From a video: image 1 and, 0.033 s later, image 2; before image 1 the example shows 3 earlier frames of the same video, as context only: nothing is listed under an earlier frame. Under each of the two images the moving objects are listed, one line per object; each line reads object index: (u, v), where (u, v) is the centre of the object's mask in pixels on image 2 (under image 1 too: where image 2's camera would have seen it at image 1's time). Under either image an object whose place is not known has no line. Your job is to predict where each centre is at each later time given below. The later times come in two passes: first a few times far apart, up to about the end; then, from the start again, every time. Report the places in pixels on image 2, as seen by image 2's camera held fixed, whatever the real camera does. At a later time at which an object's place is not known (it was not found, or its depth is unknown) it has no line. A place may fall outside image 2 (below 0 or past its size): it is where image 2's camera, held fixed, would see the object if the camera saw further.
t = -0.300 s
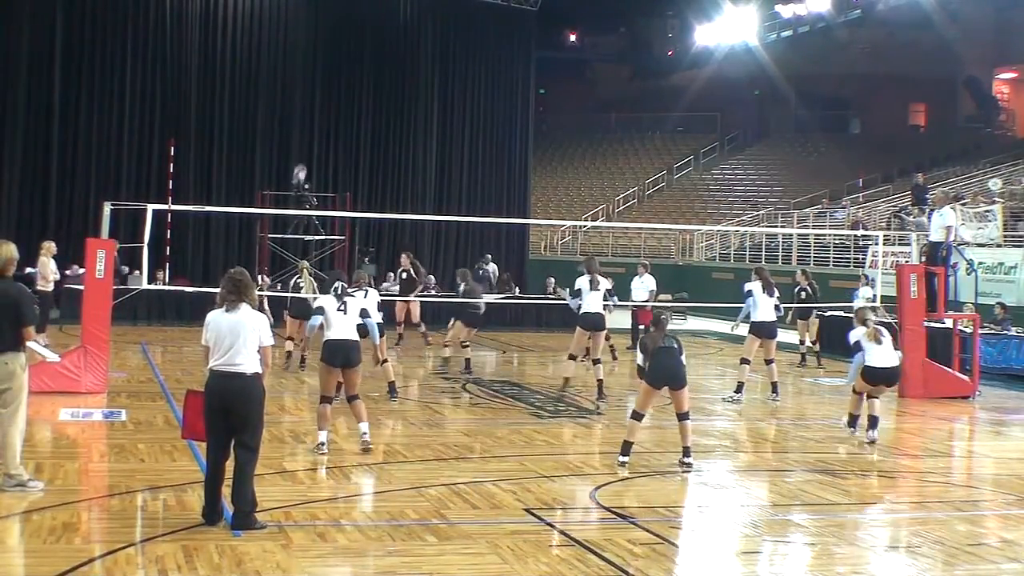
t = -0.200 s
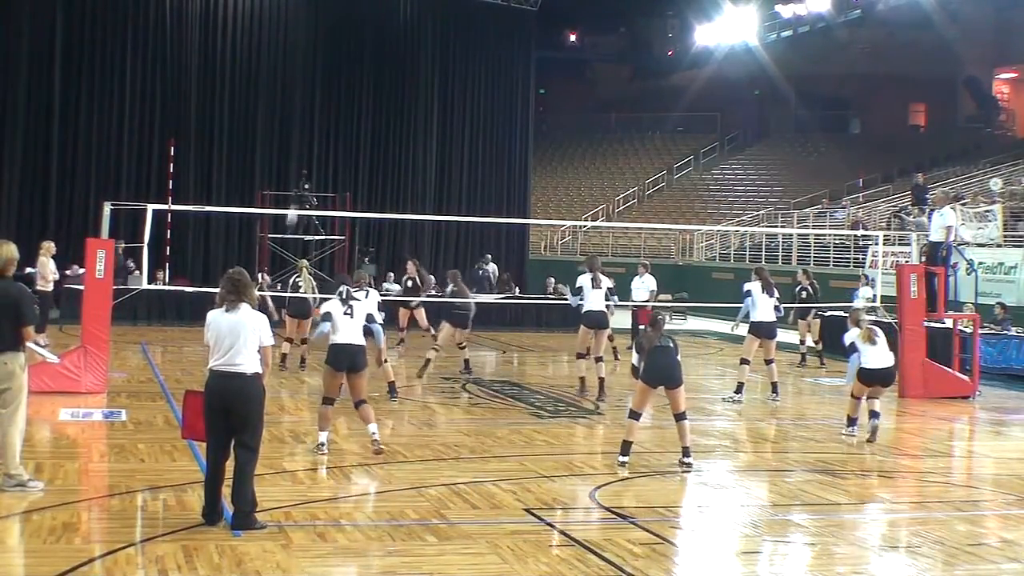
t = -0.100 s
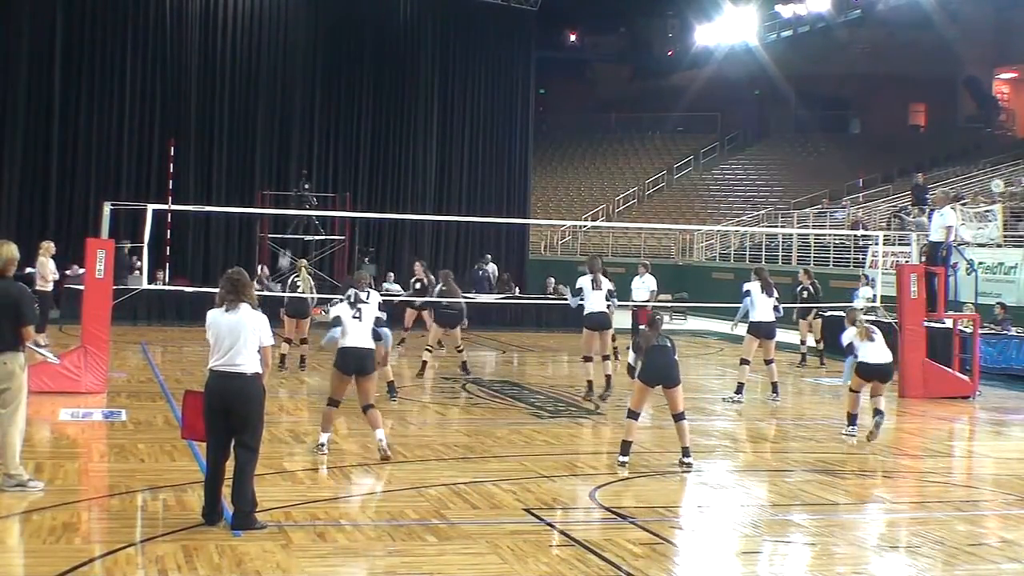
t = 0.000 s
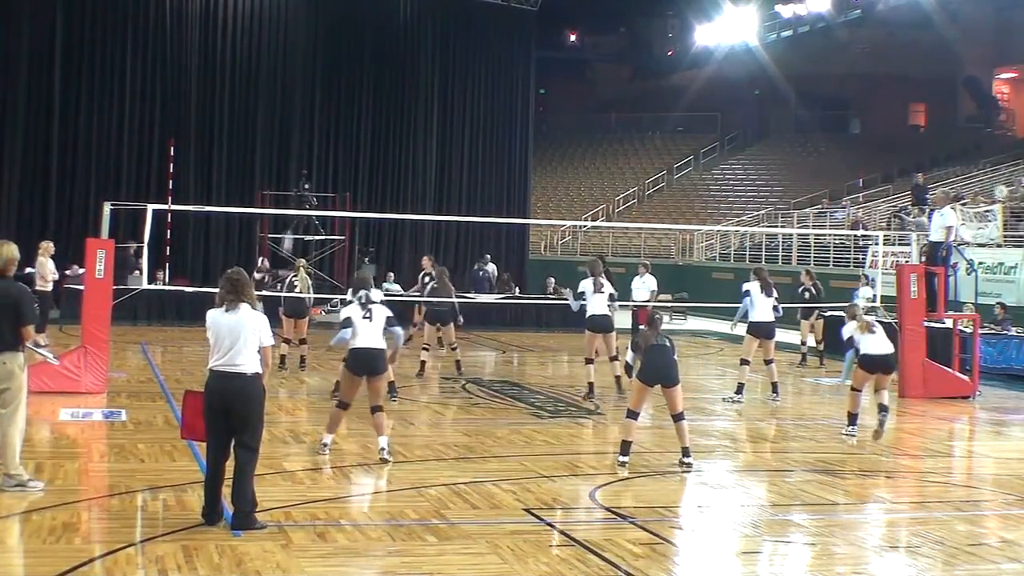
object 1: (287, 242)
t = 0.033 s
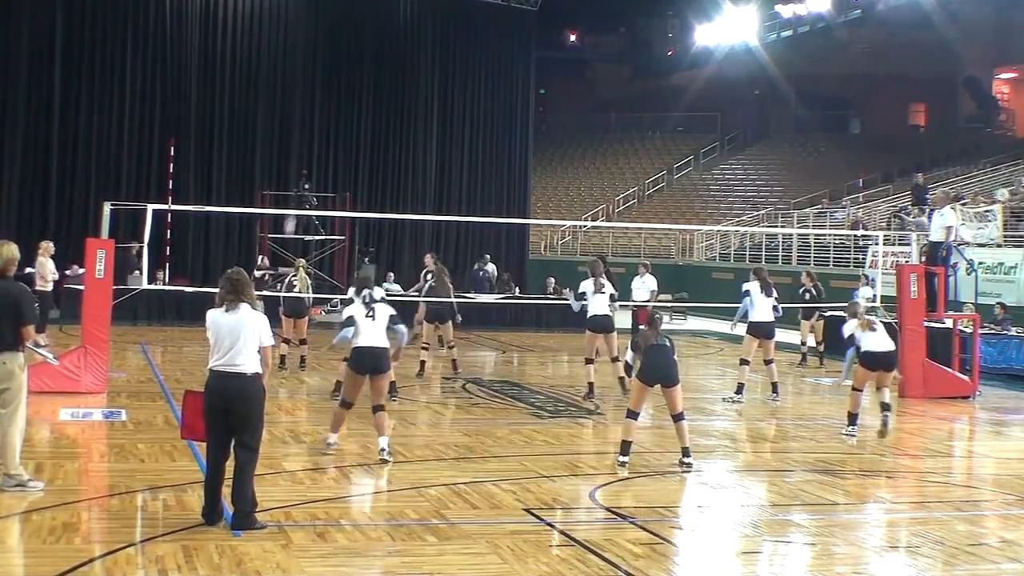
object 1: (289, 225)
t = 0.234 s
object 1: (304, 134)
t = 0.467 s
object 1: (321, 58)
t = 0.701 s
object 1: (337, 14)
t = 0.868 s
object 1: (347, 4)
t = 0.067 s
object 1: (292, 207)
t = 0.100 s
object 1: (294, 192)
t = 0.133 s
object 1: (297, 177)
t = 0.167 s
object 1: (299, 162)
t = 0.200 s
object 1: (302, 148)
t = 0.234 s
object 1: (304, 134)
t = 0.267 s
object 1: (307, 121)
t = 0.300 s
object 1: (309, 109)
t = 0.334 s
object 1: (312, 97)
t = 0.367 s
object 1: (314, 86)
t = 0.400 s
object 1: (317, 76)
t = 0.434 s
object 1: (319, 67)
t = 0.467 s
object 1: (321, 58)
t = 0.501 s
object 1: (323, 49)
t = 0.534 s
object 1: (325, 42)
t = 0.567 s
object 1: (328, 35)
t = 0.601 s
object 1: (330, 29)
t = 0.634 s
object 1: (332, 23)
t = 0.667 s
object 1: (334, 18)
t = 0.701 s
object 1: (337, 14)
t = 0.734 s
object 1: (339, 10)
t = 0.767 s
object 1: (341, 7)
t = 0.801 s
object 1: (343, 5)
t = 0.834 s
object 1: (345, 4)
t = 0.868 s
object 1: (347, 4)
